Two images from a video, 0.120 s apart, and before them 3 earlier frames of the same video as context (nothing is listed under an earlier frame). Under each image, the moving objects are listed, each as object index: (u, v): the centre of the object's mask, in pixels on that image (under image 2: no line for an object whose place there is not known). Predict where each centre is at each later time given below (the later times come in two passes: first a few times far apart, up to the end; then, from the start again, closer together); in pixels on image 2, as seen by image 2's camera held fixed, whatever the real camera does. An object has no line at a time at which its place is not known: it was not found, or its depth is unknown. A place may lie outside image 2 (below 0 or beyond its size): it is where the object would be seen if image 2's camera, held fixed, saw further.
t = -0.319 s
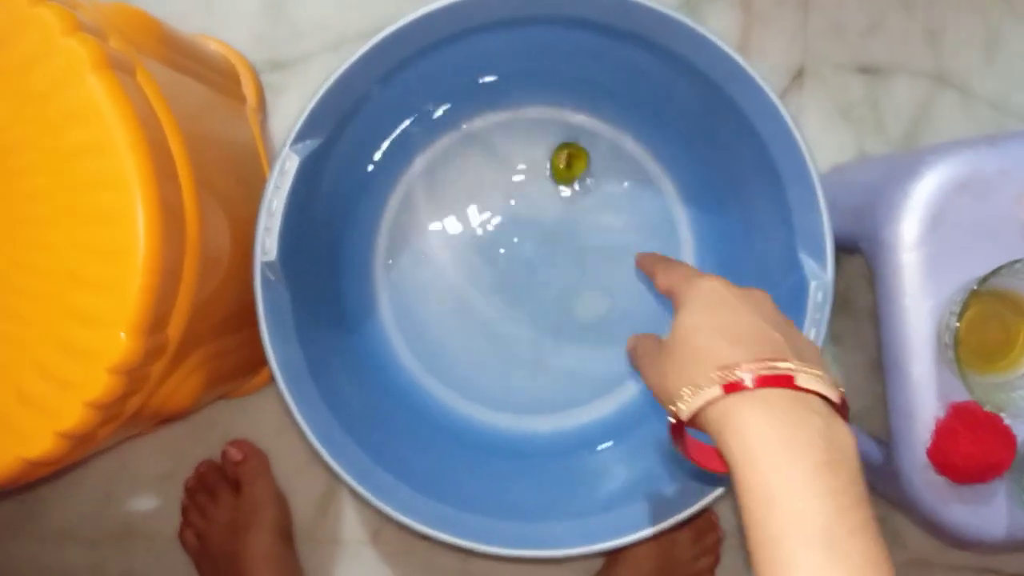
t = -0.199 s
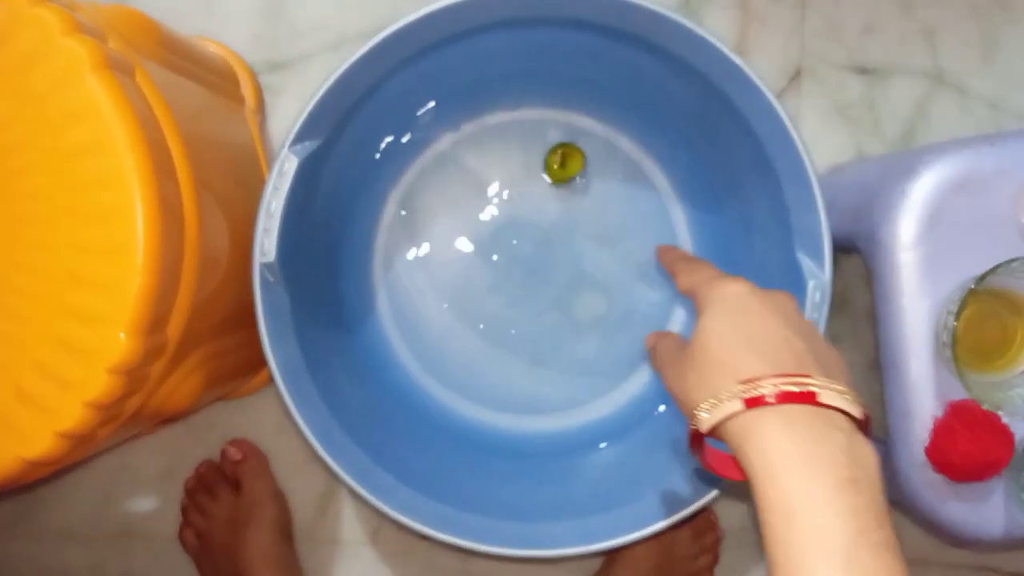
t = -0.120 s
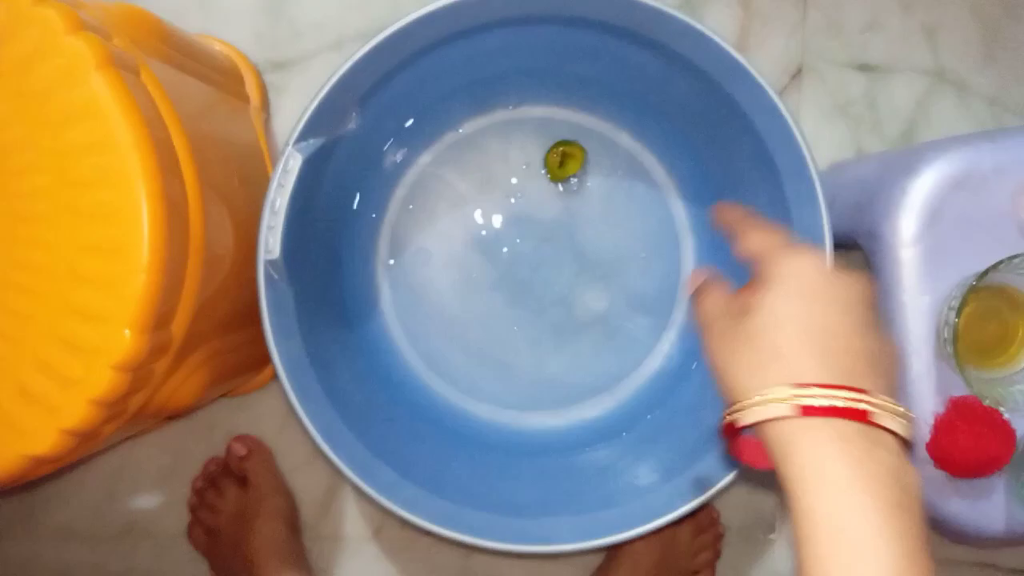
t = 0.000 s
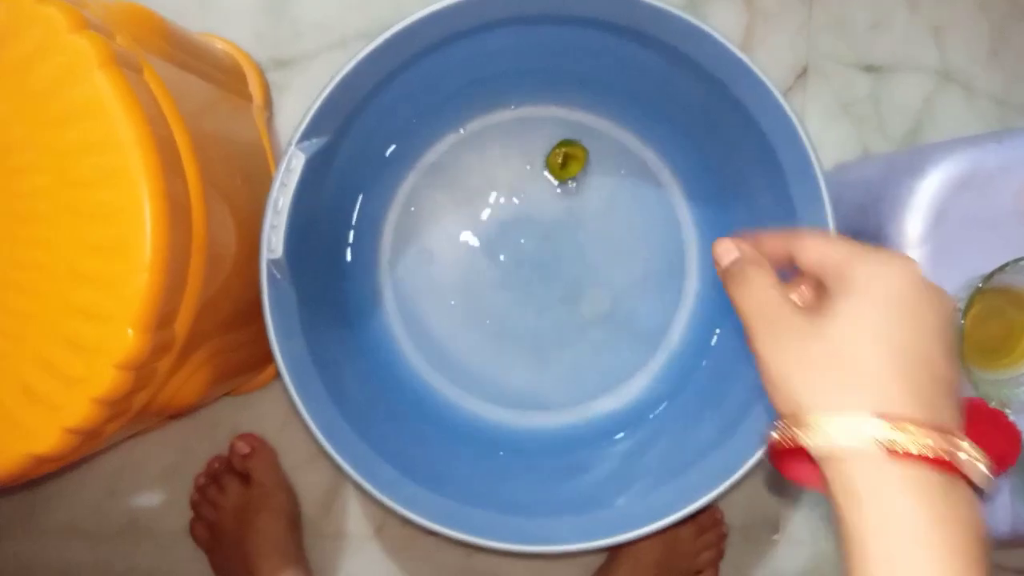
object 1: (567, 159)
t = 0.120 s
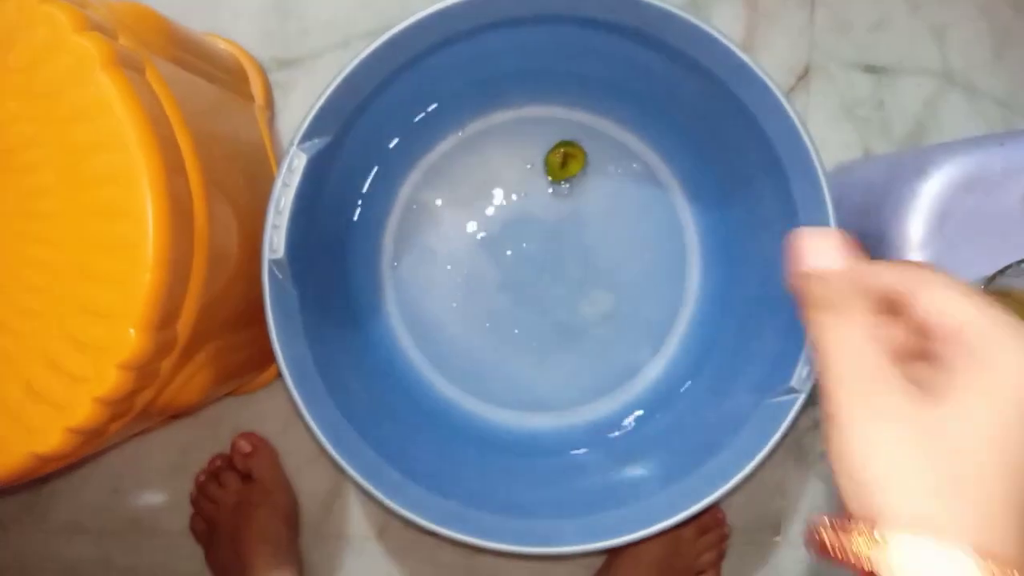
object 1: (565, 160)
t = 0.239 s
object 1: (562, 160)
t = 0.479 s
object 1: (557, 163)
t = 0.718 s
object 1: (553, 163)
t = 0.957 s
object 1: (551, 162)
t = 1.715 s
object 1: (541, 164)
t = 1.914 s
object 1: (539, 164)
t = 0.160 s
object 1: (564, 160)
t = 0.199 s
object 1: (563, 160)
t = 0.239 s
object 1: (562, 160)
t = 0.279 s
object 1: (561, 161)
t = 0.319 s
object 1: (560, 161)
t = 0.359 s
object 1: (559, 161)
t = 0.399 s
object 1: (558, 162)
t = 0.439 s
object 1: (558, 162)
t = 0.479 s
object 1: (557, 163)
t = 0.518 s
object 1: (556, 162)
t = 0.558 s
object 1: (556, 162)
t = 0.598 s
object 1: (556, 162)
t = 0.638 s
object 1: (555, 162)
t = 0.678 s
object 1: (554, 162)
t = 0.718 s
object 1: (553, 163)
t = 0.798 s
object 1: (553, 162)
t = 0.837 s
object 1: (553, 162)
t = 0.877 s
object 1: (553, 162)
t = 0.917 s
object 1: (552, 162)
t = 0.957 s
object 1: (551, 162)
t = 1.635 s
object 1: (545, 165)
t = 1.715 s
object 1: (541, 164)
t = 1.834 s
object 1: (539, 165)
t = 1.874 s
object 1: (540, 166)
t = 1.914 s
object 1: (539, 164)
